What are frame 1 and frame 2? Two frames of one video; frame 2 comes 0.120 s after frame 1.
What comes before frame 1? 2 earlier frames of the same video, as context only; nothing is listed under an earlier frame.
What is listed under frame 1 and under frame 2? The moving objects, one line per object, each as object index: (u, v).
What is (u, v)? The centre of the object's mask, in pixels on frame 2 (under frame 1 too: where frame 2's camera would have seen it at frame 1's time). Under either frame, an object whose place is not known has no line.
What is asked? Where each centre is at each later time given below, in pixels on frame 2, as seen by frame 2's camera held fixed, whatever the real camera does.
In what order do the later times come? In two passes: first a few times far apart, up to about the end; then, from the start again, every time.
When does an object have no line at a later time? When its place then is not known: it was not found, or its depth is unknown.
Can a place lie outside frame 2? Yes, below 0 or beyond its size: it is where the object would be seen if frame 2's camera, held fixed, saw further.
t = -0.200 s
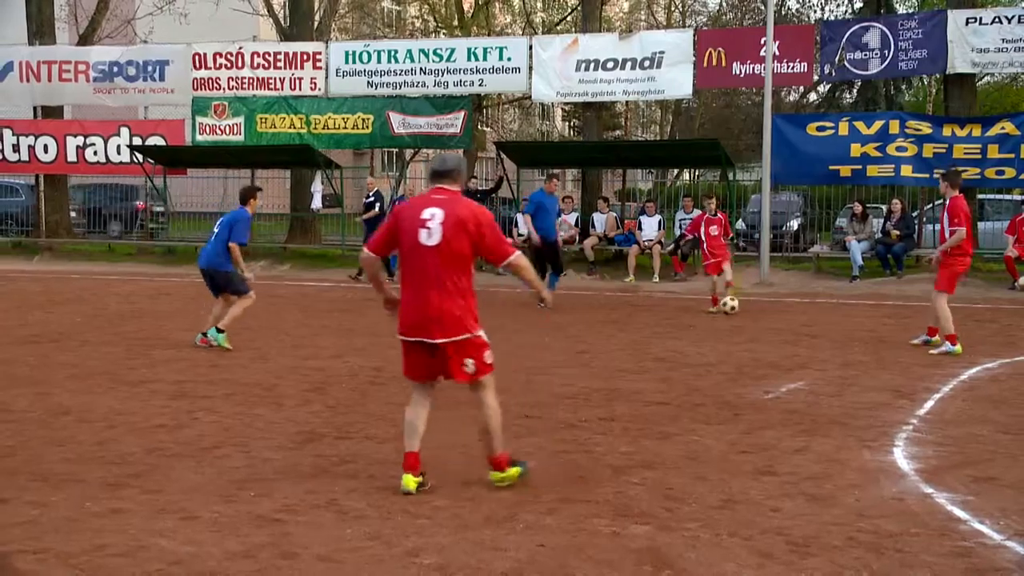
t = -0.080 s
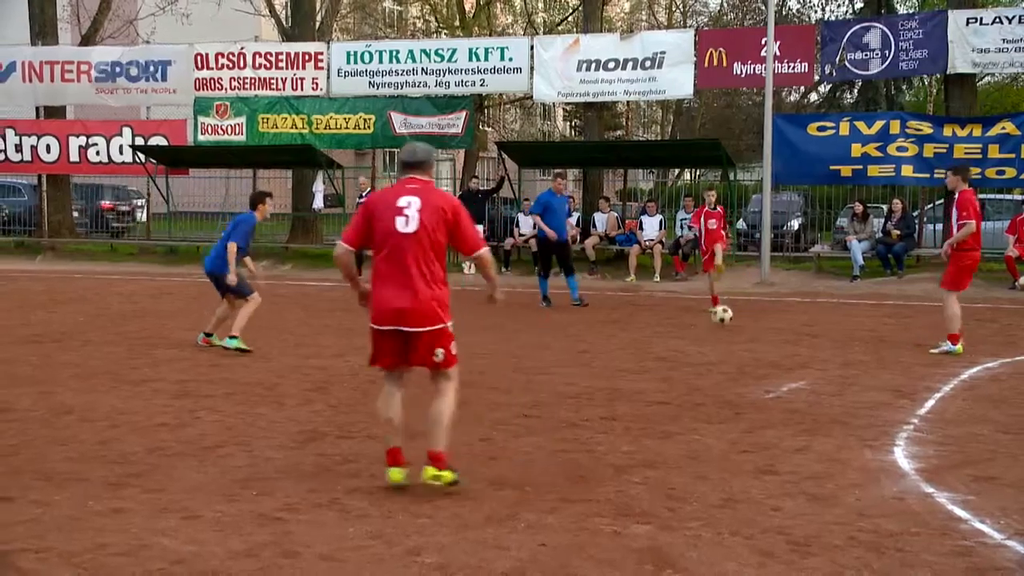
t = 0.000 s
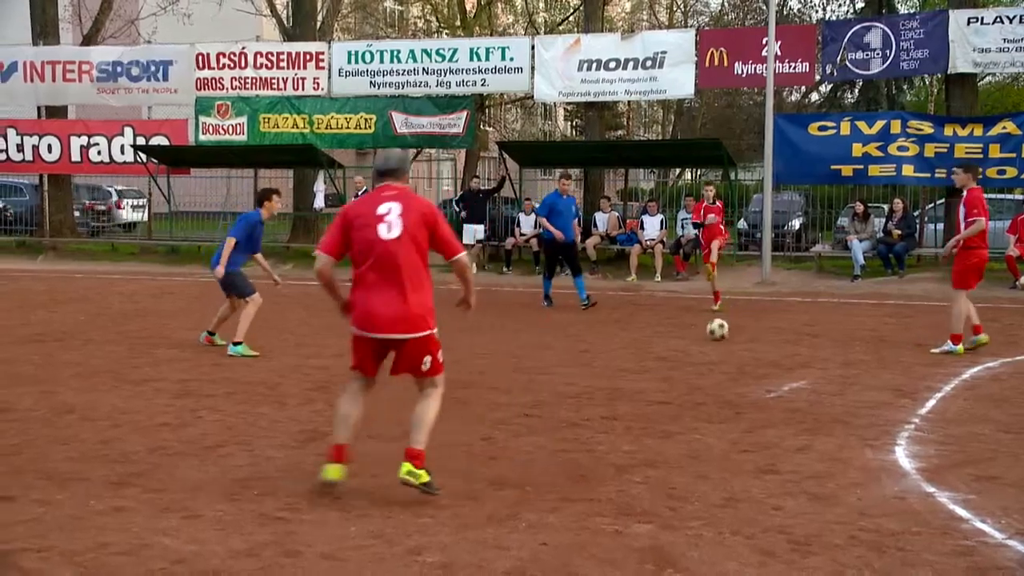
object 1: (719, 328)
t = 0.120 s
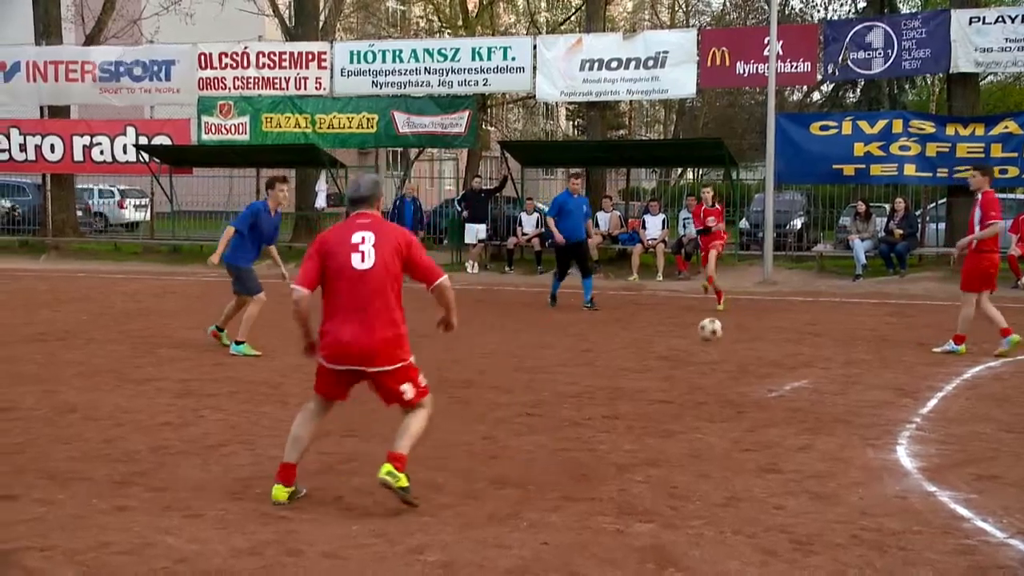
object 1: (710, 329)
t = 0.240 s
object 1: (700, 349)
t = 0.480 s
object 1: (677, 383)
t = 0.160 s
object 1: (707, 334)
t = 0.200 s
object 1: (703, 341)
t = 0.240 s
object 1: (700, 349)
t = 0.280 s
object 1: (696, 359)
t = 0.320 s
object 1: (691, 366)
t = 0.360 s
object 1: (688, 368)
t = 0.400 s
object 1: (685, 370)
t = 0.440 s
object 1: (681, 374)
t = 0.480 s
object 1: (677, 383)
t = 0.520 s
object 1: (673, 392)
